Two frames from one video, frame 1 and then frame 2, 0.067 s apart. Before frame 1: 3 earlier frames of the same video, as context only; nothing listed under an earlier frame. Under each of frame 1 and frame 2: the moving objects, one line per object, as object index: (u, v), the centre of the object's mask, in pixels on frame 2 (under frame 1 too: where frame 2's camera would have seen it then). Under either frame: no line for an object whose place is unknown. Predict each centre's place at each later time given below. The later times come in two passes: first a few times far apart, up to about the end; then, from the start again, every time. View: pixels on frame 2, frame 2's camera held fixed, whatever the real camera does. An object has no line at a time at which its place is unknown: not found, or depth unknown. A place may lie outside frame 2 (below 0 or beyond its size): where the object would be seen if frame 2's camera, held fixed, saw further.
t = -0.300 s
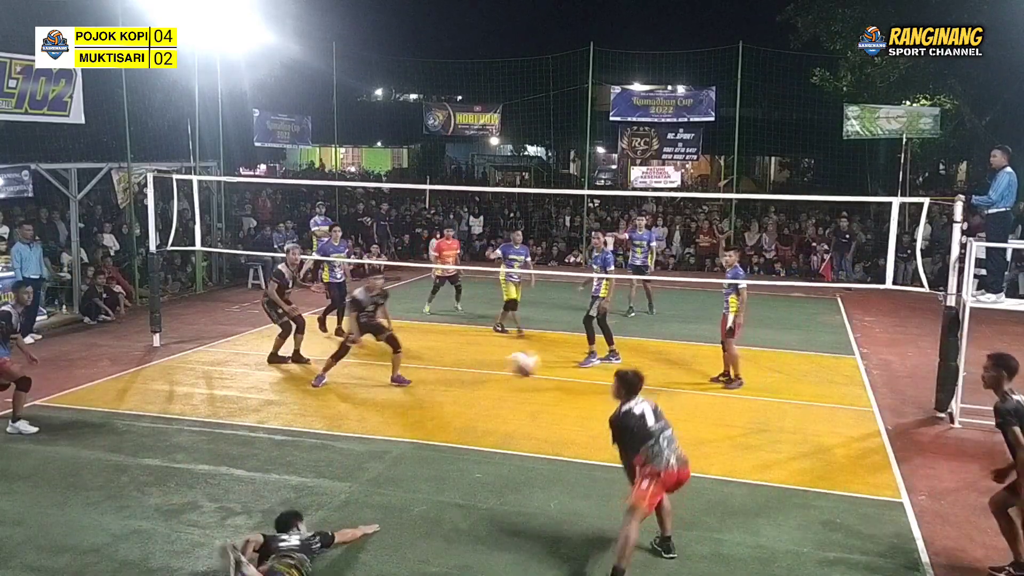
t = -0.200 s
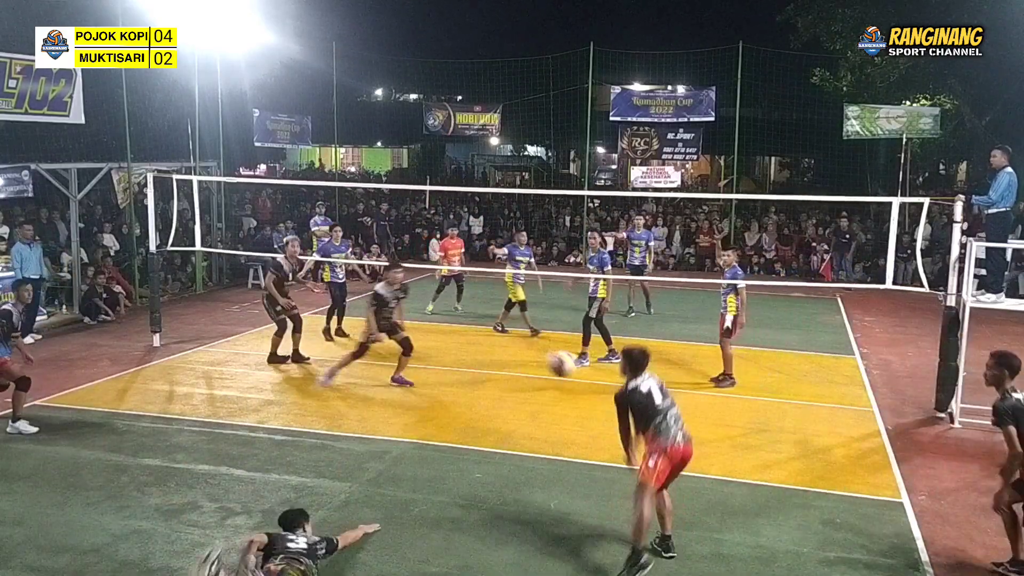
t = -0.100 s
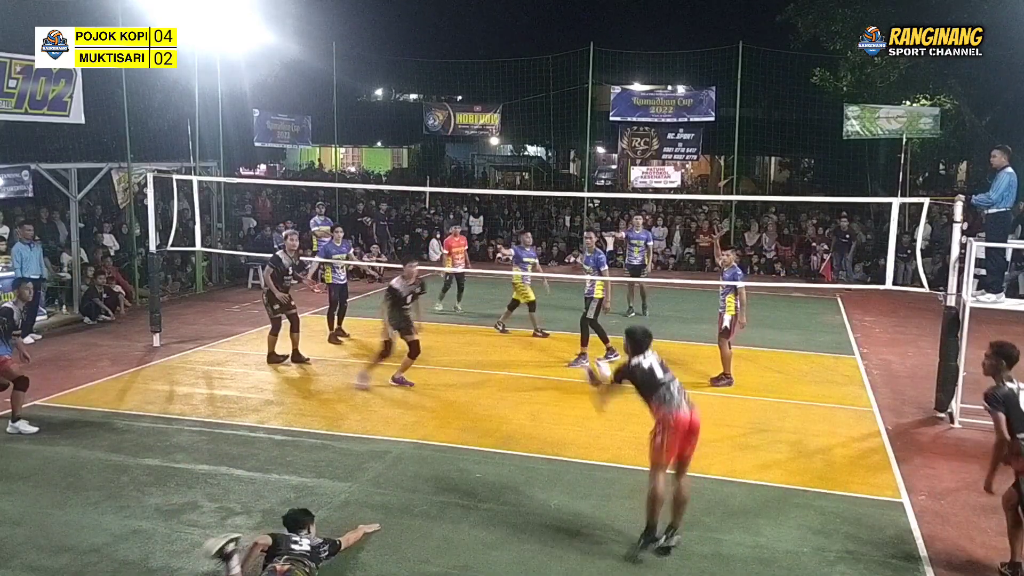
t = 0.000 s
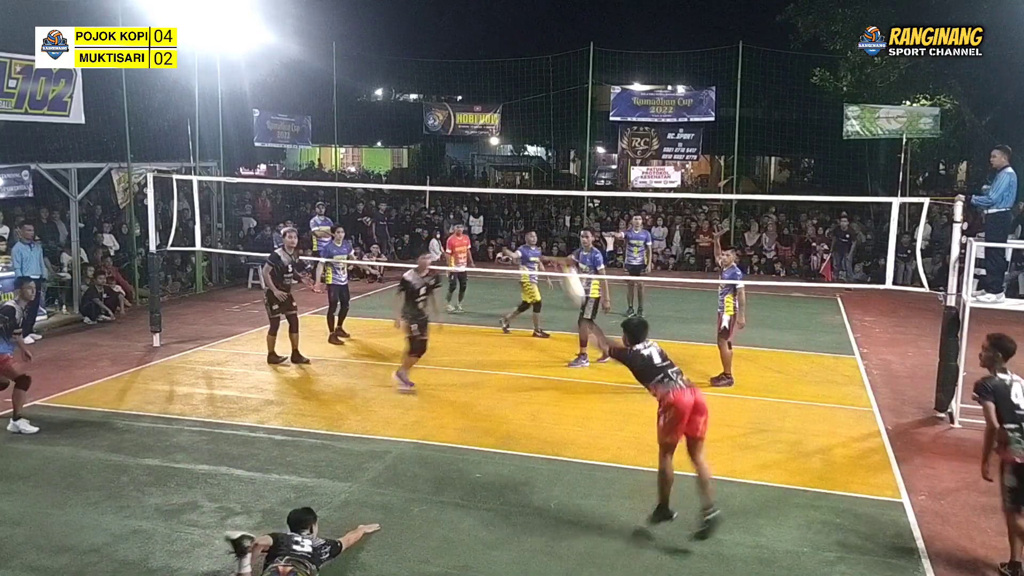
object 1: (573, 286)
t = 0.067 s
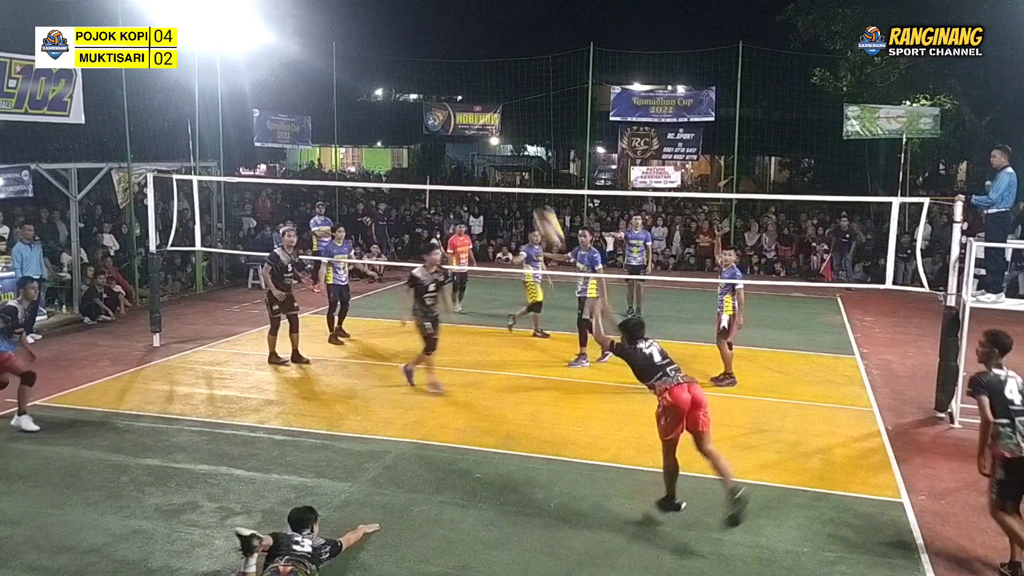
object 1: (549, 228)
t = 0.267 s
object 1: (488, 98)
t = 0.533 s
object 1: (420, 13)
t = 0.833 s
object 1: (356, 10)
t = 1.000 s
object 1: (327, 43)
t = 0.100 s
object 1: (538, 203)
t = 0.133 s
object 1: (527, 175)
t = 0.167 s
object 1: (517, 155)
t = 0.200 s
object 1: (511, 136)
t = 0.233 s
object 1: (500, 116)
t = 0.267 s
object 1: (488, 98)
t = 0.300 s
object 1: (480, 84)
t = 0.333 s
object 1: (470, 69)
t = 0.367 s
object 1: (462, 57)
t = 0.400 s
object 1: (453, 45)
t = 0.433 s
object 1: (444, 35)
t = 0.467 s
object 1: (436, 26)
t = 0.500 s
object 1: (428, 19)
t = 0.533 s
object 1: (420, 13)
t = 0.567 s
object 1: (412, 9)
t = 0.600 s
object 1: (405, 7)
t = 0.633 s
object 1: (398, 6)
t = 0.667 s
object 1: (390, 5)
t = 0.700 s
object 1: (382, 5)
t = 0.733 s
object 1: (376, 5)
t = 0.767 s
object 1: (369, 6)
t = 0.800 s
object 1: (362, 8)
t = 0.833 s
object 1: (356, 10)
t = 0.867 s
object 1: (350, 15)
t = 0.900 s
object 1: (344, 21)
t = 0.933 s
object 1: (338, 28)
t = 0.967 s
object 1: (332, 35)
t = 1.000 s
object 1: (327, 43)
